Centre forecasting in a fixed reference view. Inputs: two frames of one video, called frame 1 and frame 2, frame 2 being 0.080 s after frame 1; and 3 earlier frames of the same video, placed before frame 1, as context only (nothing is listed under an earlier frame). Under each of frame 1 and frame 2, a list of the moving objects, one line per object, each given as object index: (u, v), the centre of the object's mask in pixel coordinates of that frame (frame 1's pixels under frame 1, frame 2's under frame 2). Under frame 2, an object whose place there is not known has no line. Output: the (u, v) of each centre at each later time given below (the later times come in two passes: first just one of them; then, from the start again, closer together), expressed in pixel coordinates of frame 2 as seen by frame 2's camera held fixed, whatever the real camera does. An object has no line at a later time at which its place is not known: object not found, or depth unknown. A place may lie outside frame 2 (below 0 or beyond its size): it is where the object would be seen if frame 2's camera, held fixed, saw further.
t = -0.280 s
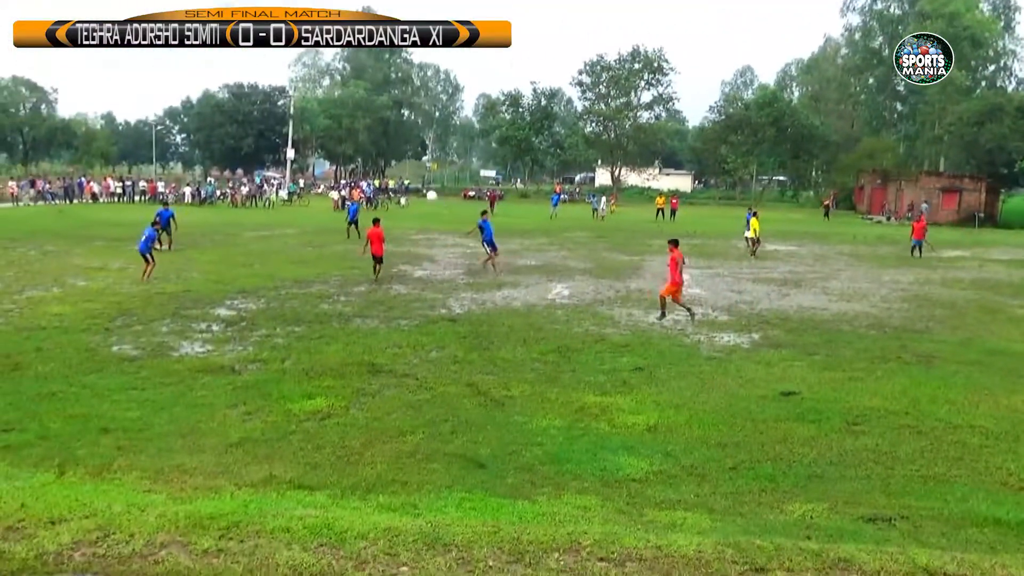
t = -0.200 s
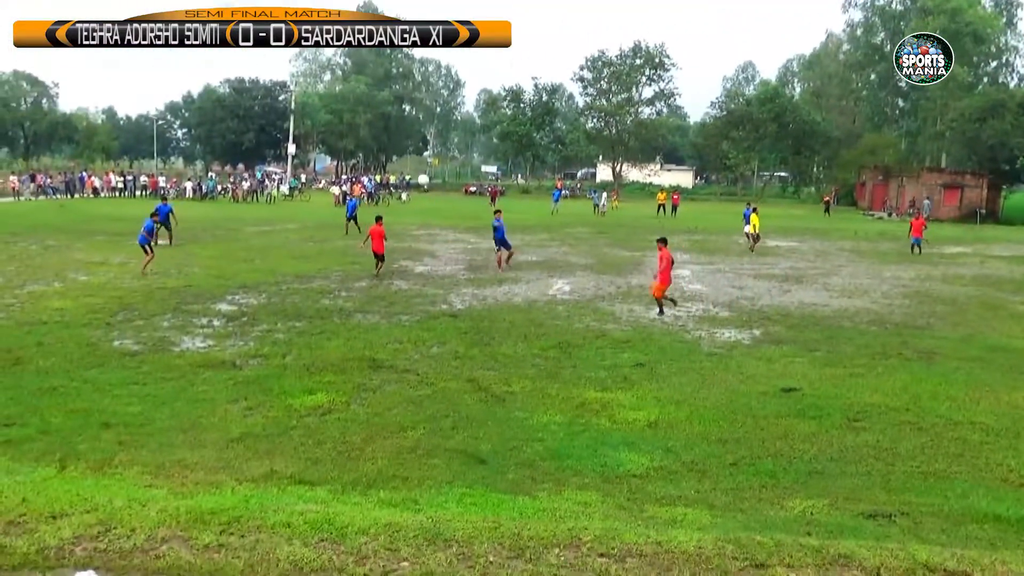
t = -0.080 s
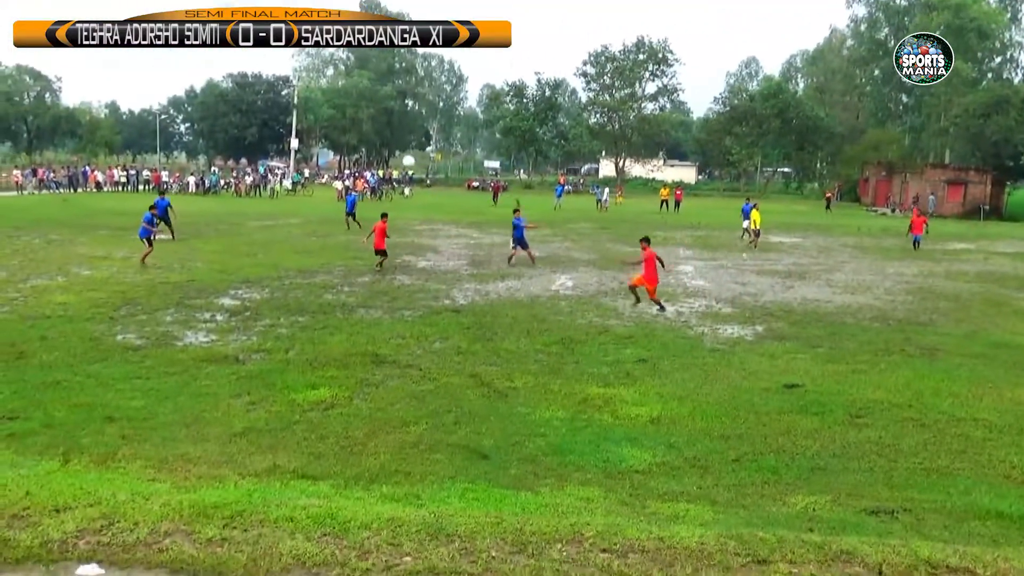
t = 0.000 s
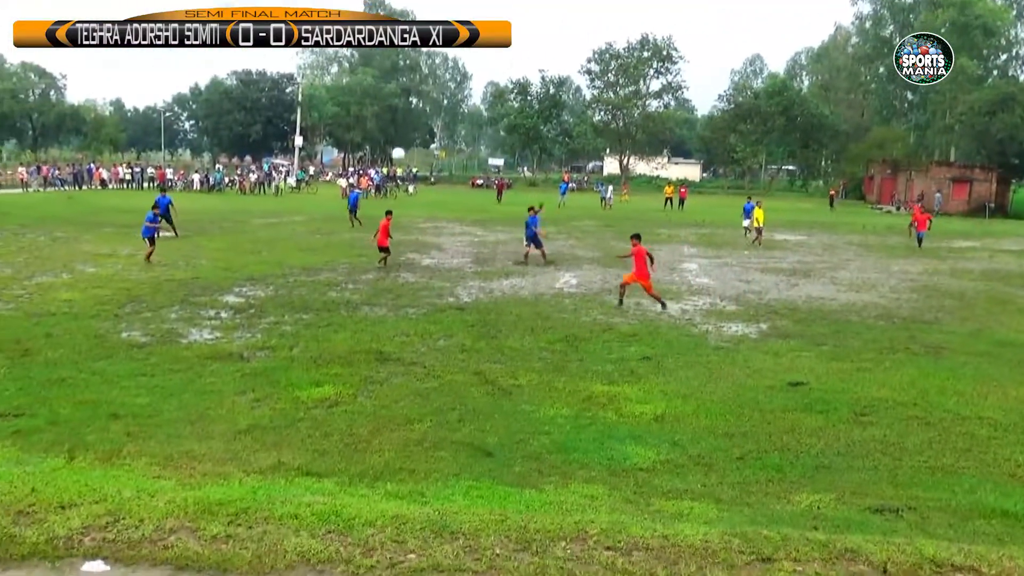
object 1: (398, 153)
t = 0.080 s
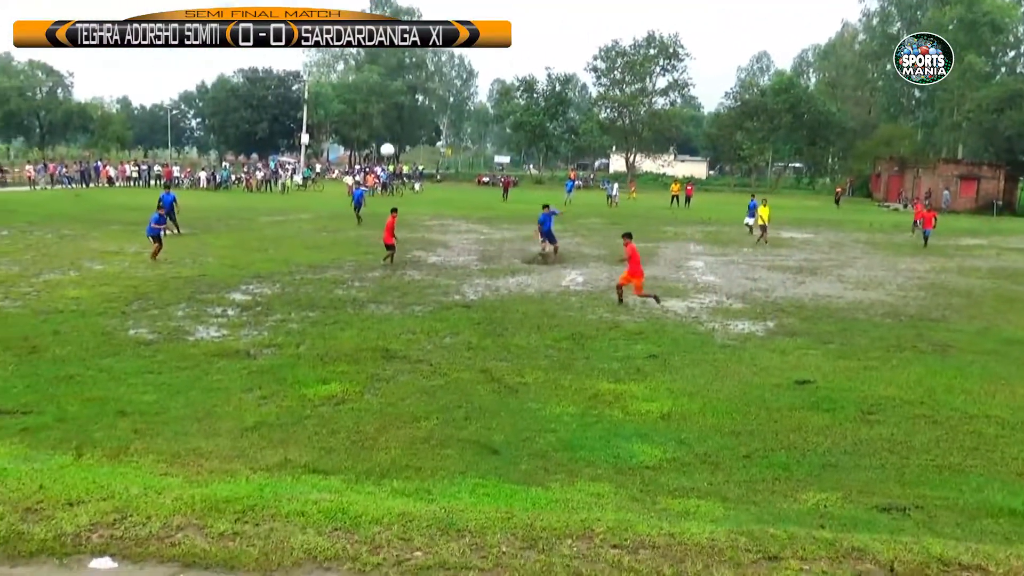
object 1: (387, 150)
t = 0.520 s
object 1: (233, 244)
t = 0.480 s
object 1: (253, 225)
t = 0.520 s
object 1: (233, 244)
